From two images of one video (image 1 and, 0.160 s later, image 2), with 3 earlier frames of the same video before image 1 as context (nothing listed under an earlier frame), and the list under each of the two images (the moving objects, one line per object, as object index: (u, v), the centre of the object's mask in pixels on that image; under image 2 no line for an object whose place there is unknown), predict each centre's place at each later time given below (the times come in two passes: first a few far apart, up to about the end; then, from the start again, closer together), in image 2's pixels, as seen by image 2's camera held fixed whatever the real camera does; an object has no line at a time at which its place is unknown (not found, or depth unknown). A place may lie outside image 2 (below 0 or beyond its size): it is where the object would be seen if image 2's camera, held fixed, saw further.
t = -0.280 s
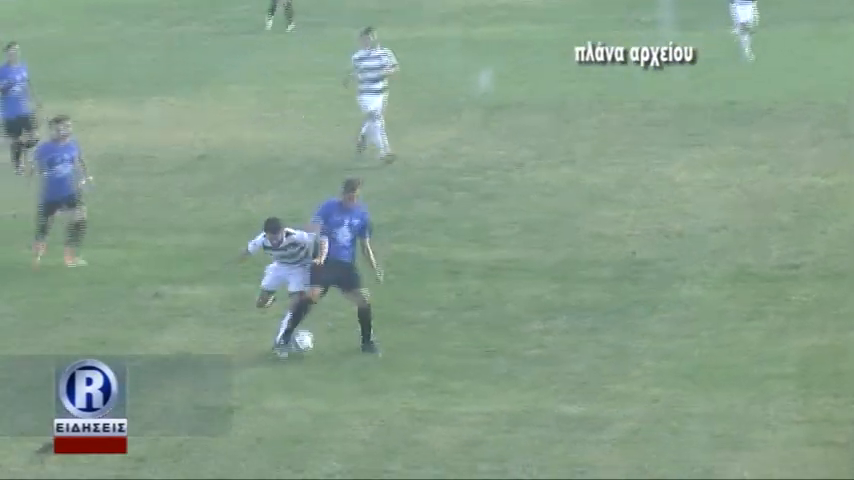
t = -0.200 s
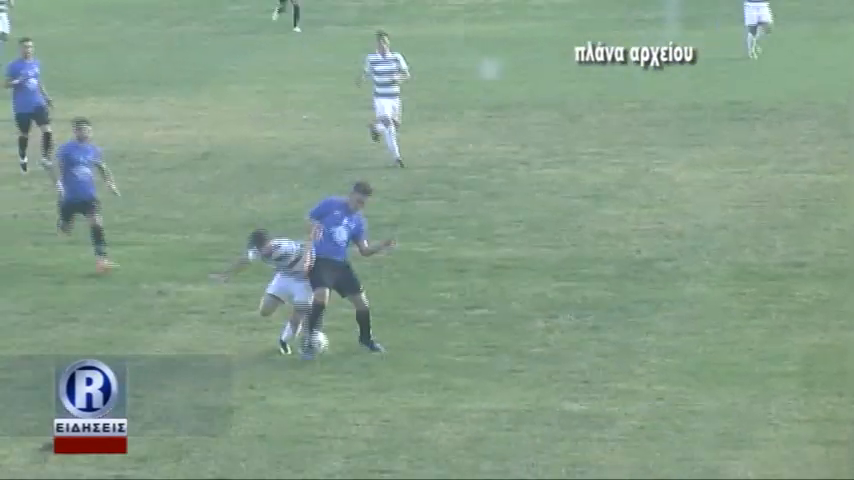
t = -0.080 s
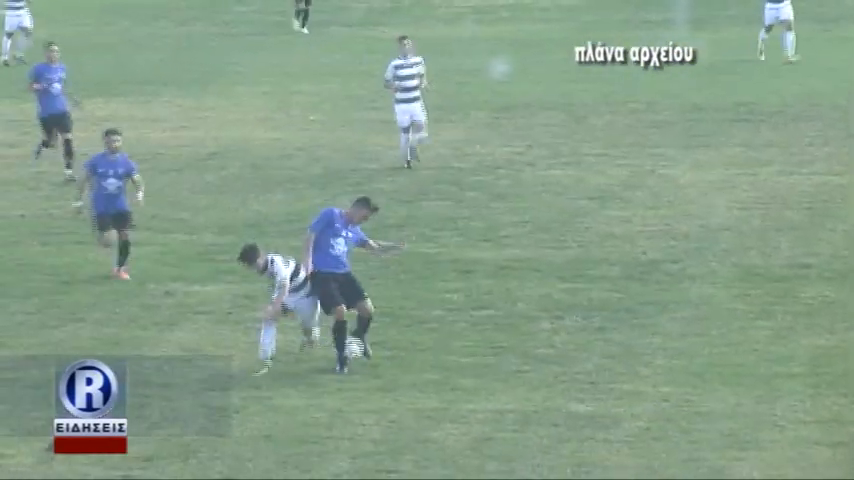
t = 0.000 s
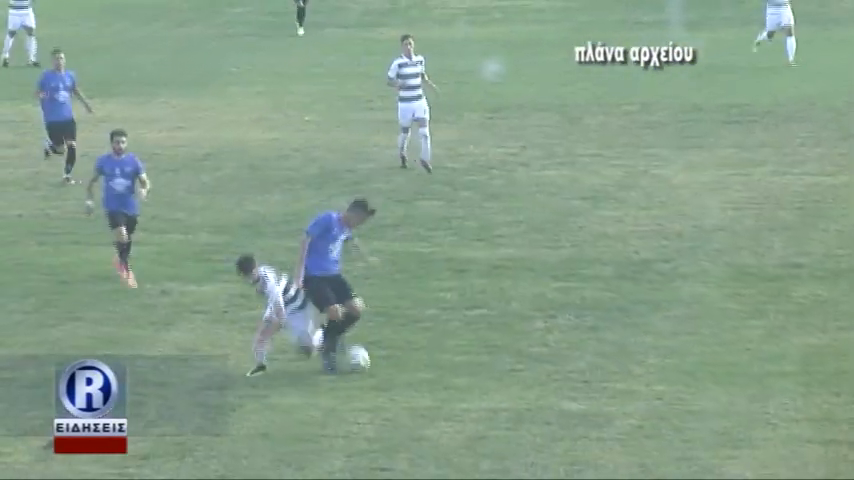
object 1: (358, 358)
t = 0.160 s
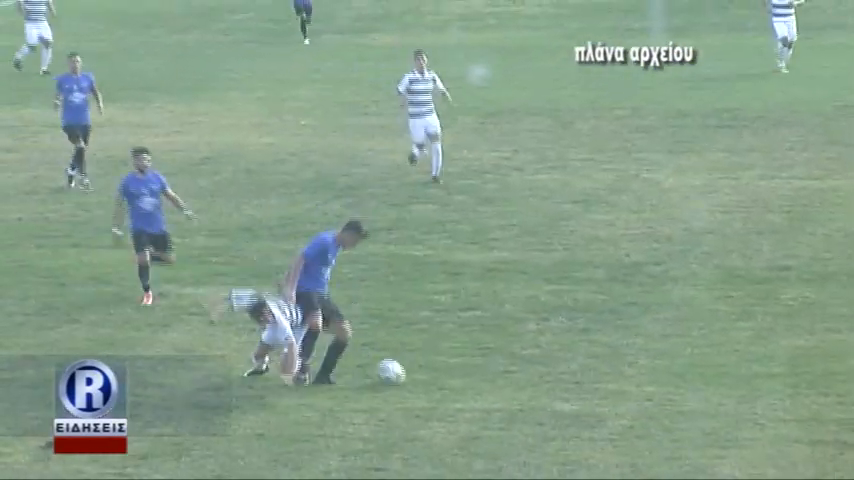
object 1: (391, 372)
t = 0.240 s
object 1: (411, 376)
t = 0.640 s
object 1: (509, 405)
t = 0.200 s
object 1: (400, 375)
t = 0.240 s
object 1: (411, 376)
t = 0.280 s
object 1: (421, 379)
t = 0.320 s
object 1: (432, 383)
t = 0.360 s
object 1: (441, 386)
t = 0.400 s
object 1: (450, 389)
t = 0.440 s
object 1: (460, 392)
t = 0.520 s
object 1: (479, 396)
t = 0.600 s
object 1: (499, 402)
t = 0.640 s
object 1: (509, 405)
